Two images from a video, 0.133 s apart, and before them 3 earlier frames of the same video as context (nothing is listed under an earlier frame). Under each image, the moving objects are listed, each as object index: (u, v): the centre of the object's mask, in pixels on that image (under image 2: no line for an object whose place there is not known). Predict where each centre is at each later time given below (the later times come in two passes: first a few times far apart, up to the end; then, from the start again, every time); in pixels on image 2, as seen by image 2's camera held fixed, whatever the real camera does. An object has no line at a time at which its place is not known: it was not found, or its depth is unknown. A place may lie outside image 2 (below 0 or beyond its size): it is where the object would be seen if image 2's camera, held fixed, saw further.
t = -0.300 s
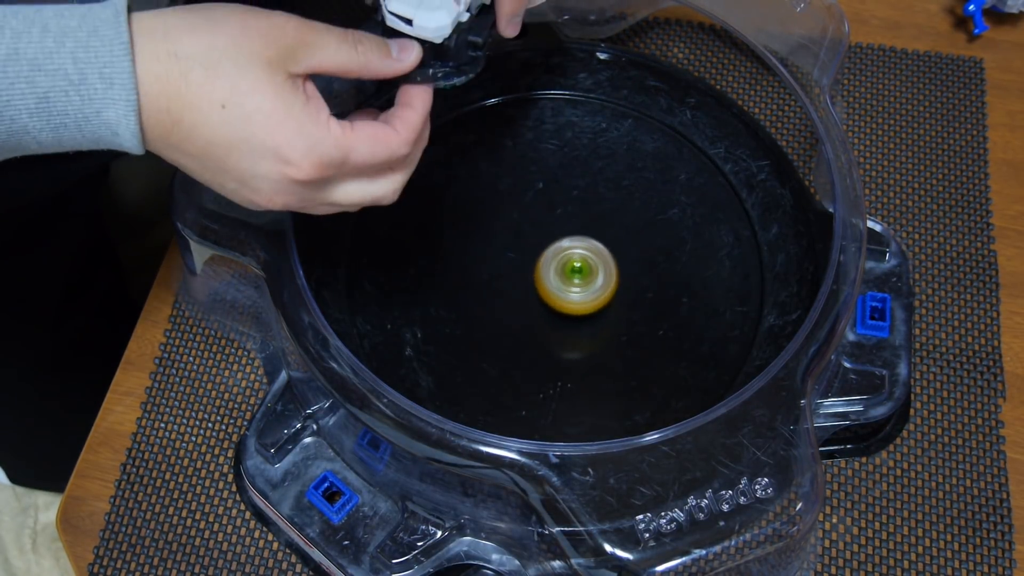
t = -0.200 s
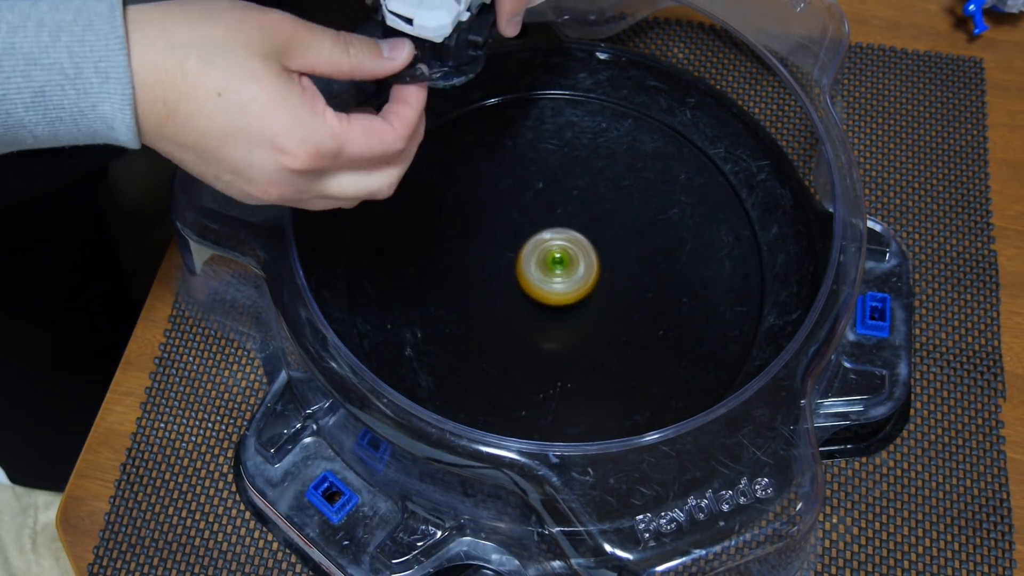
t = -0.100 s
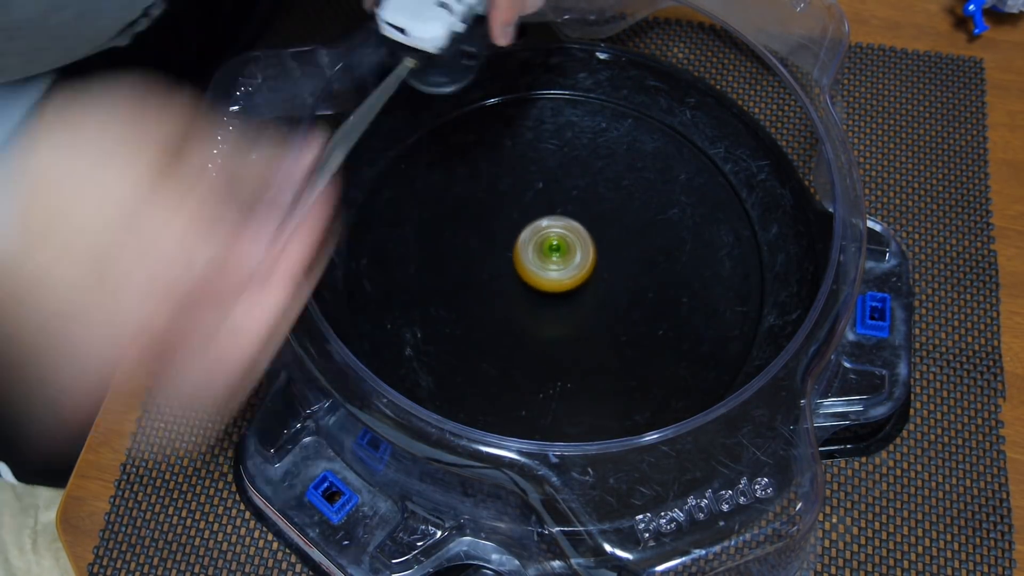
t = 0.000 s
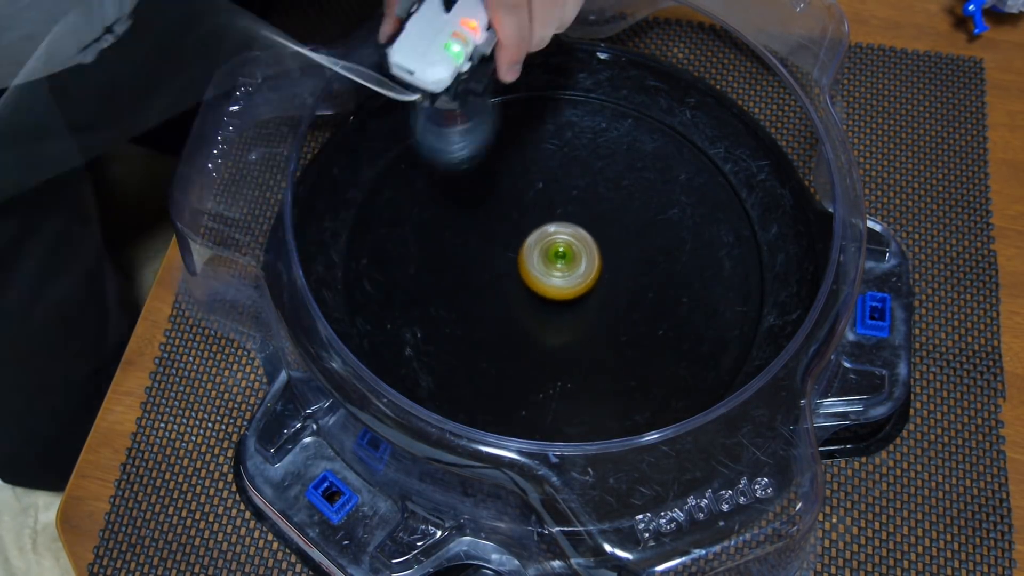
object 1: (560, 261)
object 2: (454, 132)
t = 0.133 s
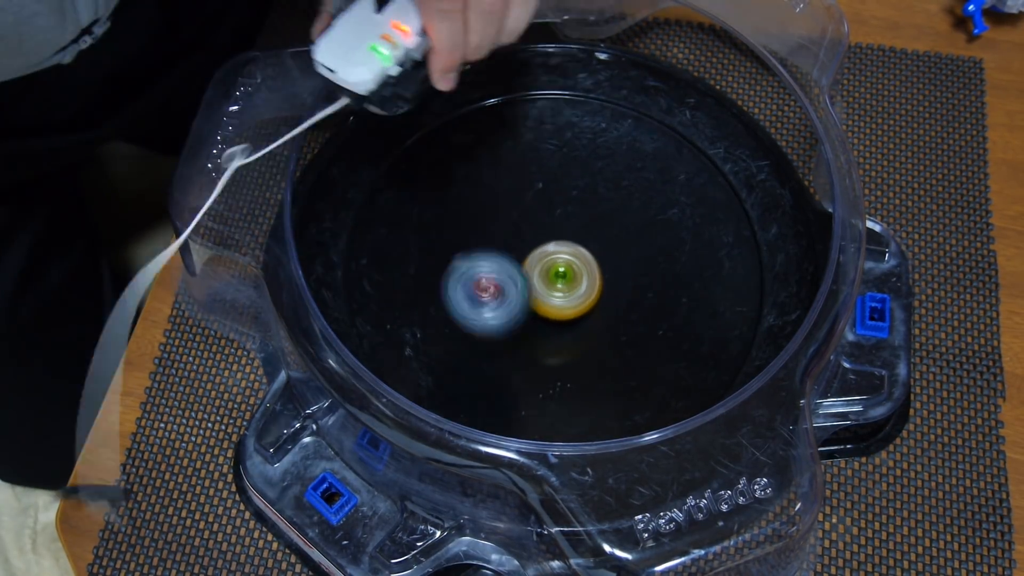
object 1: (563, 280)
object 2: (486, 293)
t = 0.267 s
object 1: (551, 276)
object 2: (557, 400)
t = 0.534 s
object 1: (561, 249)
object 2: (671, 332)
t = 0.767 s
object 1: (539, 263)
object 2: (607, 208)
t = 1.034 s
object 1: (560, 272)
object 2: (473, 199)
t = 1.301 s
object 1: (559, 260)
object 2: (472, 314)
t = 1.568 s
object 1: (549, 241)
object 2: (621, 308)
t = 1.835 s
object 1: (519, 249)
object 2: (636, 211)
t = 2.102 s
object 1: (540, 271)
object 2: (515, 185)
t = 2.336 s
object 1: (592, 256)
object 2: (506, 274)
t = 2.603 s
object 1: (620, 217)
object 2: (567, 322)
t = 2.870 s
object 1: (541, 197)
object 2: (602, 281)
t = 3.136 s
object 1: (538, 241)
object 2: (610, 279)
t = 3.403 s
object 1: (536, 246)
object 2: (633, 285)
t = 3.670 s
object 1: (528, 246)
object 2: (638, 289)
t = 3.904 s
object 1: (537, 245)
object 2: (612, 281)
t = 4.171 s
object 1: (504, 188)
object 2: (648, 330)
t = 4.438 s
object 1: (534, 270)
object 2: (621, 281)
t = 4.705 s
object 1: (526, 236)
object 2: (604, 298)
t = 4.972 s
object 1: (577, 198)
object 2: (576, 317)
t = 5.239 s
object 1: (522, 221)
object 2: (587, 301)
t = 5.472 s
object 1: (538, 222)
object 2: (571, 293)
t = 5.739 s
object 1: (603, 227)
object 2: (547, 320)
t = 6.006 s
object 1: (573, 210)
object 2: (523, 326)
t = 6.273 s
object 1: (571, 245)
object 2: (512, 302)
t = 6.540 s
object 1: (659, 253)
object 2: (445, 288)
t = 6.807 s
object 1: (609, 254)
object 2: (470, 260)
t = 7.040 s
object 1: (594, 271)
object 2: (495, 222)
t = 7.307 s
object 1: (590, 287)
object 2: (529, 198)
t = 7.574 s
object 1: (590, 305)
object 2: (555, 180)
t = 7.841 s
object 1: (580, 312)
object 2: (579, 194)
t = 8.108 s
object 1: (578, 310)
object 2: (586, 213)
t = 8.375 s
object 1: (586, 308)
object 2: (585, 226)
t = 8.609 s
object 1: (581, 309)
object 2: (575, 230)
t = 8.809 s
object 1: (576, 307)
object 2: (551, 219)
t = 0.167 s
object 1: (561, 280)
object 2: (504, 328)
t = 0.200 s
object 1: (555, 282)
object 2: (524, 371)
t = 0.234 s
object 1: (552, 279)
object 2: (541, 385)
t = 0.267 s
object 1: (551, 276)
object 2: (557, 400)
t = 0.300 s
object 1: (550, 272)
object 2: (575, 406)
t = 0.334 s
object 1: (550, 267)
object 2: (592, 407)
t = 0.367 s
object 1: (549, 262)
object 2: (610, 404)
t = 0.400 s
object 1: (551, 257)
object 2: (627, 397)
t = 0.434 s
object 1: (554, 252)
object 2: (642, 386)
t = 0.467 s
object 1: (557, 249)
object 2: (655, 370)
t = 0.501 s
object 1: (559, 248)
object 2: (665, 353)
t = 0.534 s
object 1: (561, 249)
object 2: (671, 332)
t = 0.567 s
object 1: (561, 251)
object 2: (673, 312)
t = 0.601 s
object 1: (559, 254)
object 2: (671, 291)
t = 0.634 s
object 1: (556, 258)
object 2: (665, 271)
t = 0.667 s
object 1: (552, 262)
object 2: (655, 253)
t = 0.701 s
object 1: (546, 264)
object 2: (642, 236)
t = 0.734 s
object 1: (542, 264)
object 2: (625, 220)
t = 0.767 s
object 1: (539, 263)
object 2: (607, 208)
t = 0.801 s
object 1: (537, 262)
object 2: (589, 197)
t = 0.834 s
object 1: (536, 263)
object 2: (573, 188)
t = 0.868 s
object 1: (537, 265)
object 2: (556, 182)
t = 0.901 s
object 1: (539, 267)
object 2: (540, 178)
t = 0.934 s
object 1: (544, 269)
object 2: (523, 179)
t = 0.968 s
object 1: (549, 270)
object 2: (506, 183)
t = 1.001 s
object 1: (554, 271)
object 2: (489, 190)
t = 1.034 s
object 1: (560, 272)
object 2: (473, 199)
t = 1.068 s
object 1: (565, 273)
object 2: (460, 211)
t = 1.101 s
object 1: (569, 274)
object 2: (450, 225)
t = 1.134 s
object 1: (571, 274)
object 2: (443, 239)
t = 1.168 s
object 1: (570, 275)
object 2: (441, 254)
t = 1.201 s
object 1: (567, 274)
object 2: (443, 270)
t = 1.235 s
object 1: (564, 270)
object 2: (448, 284)
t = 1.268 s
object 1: (562, 266)
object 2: (458, 300)
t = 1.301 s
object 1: (559, 260)
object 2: (472, 314)
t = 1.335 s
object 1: (557, 255)
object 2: (489, 326)
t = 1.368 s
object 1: (555, 250)
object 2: (508, 334)
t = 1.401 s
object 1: (555, 247)
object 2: (528, 337)
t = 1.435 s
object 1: (557, 244)
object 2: (550, 336)
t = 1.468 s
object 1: (558, 244)
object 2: (569, 330)
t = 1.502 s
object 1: (559, 246)
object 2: (587, 322)
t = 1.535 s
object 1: (556, 248)
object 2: (603, 311)
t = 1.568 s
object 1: (549, 241)
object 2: (621, 308)
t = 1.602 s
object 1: (543, 234)
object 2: (635, 303)
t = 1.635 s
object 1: (539, 230)
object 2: (646, 294)
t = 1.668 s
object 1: (535, 230)
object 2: (653, 283)
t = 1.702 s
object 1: (530, 232)
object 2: (657, 270)
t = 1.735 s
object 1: (525, 236)
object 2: (657, 256)
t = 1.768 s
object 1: (521, 240)
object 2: (653, 240)
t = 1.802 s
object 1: (519, 245)
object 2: (646, 226)
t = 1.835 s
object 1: (519, 249)
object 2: (636, 211)
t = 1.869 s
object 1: (519, 254)
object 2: (623, 199)
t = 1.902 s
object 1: (521, 258)
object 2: (607, 191)
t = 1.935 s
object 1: (523, 261)
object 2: (590, 185)
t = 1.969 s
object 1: (525, 262)
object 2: (572, 182)
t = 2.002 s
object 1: (530, 262)
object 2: (554, 182)
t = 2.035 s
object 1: (533, 264)
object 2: (539, 182)
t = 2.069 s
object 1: (537, 268)
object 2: (527, 182)
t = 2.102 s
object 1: (540, 271)
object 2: (515, 185)
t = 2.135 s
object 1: (546, 272)
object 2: (505, 193)
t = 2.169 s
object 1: (554, 272)
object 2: (497, 203)
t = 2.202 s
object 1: (563, 269)
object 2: (492, 216)
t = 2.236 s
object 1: (573, 266)
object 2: (489, 232)
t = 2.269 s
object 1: (581, 262)
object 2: (491, 247)
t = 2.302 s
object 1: (587, 258)
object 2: (497, 261)
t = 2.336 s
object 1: (592, 256)
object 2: (506, 274)
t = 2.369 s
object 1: (596, 254)
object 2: (519, 285)
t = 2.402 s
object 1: (609, 249)
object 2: (521, 297)
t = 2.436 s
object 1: (622, 244)
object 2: (521, 308)
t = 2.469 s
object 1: (629, 239)
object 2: (526, 316)
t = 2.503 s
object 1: (632, 234)
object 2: (533, 322)
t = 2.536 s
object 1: (632, 228)
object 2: (543, 325)
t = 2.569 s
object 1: (628, 223)
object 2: (555, 325)
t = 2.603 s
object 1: (620, 217)
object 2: (567, 322)
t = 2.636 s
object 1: (610, 213)
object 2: (580, 317)
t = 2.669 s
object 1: (599, 210)
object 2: (591, 310)
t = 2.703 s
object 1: (589, 209)
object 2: (598, 302)
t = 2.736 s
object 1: (578, 209)
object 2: (602, 292)
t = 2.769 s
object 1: (568, 211)
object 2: (602, 282)
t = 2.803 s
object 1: (559, 209)
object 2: (601, 279)
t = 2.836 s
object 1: (549, 201)
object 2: (602, 281)
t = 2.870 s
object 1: (541, 197)
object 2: (602, 281)
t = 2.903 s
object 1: (535, 196)
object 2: (603, 280)
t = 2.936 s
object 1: (533, 200)
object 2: (603, 278)
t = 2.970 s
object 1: (531, 206)
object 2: (603, 277)
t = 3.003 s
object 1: (532, 215)
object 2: (602, 275)
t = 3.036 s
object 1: (536, 226)
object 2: (601, 273)
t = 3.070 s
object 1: (536, 231)
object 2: (605, 276)
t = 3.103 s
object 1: (536, 236)
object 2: (608, 278)
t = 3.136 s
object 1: (538, 241)
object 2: (610, 279)
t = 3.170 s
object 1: (533, 241)
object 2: (618, 284)
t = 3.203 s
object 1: (530, 239)
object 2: (624, 288)
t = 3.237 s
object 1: (528, 239)
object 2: (628, 289)
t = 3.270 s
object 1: (527, 239)
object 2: (630, 289)
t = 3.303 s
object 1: (528, 240)
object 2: (632, 289)
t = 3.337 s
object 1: (530, 241)
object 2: (633, 288)
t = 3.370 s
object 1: (532, 243)
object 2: (633, 286)
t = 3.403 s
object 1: (536, 246)
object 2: (633, 285)
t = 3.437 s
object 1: (539, 249)
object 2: (632, 284)
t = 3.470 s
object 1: (543, 253)
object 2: (631, 282)
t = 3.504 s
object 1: (546, 256)
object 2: (629, 281)
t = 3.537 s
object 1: (546, 258)
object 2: (629, 282)
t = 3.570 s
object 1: (540, 255)
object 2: (635, 287)
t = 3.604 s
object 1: (535, 252)
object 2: (638, 289)
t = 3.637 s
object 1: (531, 248)
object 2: (639, 289)
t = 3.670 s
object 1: (528, 246)
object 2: (638, 289)
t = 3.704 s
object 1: (527, 243)
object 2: (636, 288)
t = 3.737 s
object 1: (526, 242)
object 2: (633, 287)
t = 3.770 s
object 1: (527, 242)
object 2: (629, 285)
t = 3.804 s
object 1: (528, 242)
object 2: (626, 284)
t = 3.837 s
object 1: (531, 242)
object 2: (621, 282)
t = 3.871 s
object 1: (533, 244)
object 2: (617, 281)
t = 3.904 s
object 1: (537, 245)
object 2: (612, 281)
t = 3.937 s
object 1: (532, 237)
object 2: (616, 291)
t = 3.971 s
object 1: (520, 219)
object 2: (630, 310)
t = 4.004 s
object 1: (511, 204)
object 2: (640, 324)
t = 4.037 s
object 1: (504, 193)
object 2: (647, 333)
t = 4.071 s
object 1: (501, 184)
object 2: (650, 338)
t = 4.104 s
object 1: (501, 182)
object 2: (650, 338)
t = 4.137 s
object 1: (501, 183)
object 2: (649, 335)
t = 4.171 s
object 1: (504, 188)
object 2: (648, 330)
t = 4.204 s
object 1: (506, 198)
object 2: (647, 324)
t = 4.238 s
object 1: (509, 208)
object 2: (646, 317)
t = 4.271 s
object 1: (513, 221)
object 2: (643, 309)
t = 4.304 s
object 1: (515, 234)
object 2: (639, 302)
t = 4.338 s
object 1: (519, 245)
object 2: (635, 296)
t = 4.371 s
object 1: (524, 256)
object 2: (629, 289)
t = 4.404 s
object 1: (530, 266)
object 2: (624, 284)
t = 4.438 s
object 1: (534, 270)
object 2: (621, 281)
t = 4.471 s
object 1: (525, 269)
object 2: (630, 282)
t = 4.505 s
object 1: (515, 267)
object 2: (635, 284)
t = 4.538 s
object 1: (509, 263)
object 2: (636, 286)
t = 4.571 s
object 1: (507, 258)
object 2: (632, 289)
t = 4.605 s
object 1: (508, 253)
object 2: (626, 293)
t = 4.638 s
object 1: (511, 248)
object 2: (619, 296)
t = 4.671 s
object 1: (516, 241)
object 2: (612, 298)
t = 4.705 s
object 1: (526, 236)
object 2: (604, 298)
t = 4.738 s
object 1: (537, 233)
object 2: (598, 298)
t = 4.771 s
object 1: (547, 231)
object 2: (592, 296)
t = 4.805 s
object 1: (557, 225)
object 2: (588, 300)
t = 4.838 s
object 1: (565, 213)
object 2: (584, 309)
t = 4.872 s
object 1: (572, 205)
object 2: (582, 315)
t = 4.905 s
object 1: (577, 201)
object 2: (579, 318)
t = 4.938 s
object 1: (578, 199)
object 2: (577, 318)
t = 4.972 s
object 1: (577, 198)
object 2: (576, 317)
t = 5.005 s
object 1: (574, 199)
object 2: (575, 313)
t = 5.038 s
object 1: (568, 201)
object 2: (577, 308)
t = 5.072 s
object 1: (562, 206)
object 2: (578, 303)
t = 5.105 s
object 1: (555, 213)
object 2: (581, 298)
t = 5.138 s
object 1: (548, 220)
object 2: (583, 293)
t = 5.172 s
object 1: (540, 226)
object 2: (584, 289)
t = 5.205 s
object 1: (531, 226)
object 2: (585, 294)
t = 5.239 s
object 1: (522, 221)
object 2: (587, 301)
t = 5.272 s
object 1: (515, 217)
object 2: (586, 303)
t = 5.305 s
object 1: (512, 214)
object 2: (584, 303)
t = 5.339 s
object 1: (511, 212)
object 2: (581, 302)
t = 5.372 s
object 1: (514, 212)
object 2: (579, 300)
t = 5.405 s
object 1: (519, 214)
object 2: (576, 298)
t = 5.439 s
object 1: (527, 217)
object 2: (573, 295)
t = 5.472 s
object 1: (538, 222)
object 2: (571, 293)
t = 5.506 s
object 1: (548, 222)
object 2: (568, 297)
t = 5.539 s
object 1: (558, 221)
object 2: (565, 304)
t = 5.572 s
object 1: (567, 222)
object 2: (564, 308)
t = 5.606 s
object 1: (576, 224)
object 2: (563, 309)
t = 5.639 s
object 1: (582, 228)
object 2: (562, 309)
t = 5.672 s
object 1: (588, 234)
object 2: (563, 307)
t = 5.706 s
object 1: (594, 234)
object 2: (556, 311)
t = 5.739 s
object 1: (603, 227)
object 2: (547, 320)
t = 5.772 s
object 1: (608, 221)
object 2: (541, 324)
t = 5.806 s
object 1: (610, 217)
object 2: (536, 327)
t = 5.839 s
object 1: (608, 214)
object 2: (533, 328)
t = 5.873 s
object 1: (604, 212)
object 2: (531, 329)
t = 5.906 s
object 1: (597, 211)
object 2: (529, 329)
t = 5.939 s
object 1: (589, 211)
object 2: (527, 328)
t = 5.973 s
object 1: (581, 210)
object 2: (524, 328)
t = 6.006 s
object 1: (573, 210)
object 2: (523, 326)
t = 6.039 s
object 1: (567, 210)
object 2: (520, 324)
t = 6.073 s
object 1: (562, 212)
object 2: (519, 323)
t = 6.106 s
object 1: (559, 214)
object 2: (517, 319)
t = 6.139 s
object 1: (558, 218)
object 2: (516, 317)
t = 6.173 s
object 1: (559, 224)
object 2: (515, 313)
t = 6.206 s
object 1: (562, 230)
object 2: (513, 310)
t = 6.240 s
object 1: (566, 237)
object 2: (513, 306)
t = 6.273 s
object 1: (571, 245)
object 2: (512, 302)
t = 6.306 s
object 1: (581, 253)
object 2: (509, 298)
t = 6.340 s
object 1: (606, 253)
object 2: (486, 299)
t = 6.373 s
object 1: (628, 252)
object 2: (469, 299)
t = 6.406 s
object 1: (645, 252)
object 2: (458, 296)
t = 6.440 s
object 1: (655, 251)
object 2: (453, 294)
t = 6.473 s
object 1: (660, 251)
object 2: (448, 292)
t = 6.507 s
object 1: (661, 252)
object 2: (447, 291)
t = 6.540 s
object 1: (659, 253)
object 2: (445, 288)
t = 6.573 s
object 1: (656, 253)
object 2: (446, 286)
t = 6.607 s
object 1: (650, 253)
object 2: (446, 282)
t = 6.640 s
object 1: (643, 253)
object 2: (449, 279)
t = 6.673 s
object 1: (636, 254)
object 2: (451, 276)
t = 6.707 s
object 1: (629, 255)
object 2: (456, 272)
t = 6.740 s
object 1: (623, 255)
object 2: (459, 268)
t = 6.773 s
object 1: (616, 254)
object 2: (465, 264)
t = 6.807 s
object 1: (609, 254)
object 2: (470, 260)
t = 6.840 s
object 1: (602, 255)
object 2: (476, 256)
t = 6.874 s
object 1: (595, 256)
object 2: (482, 252)
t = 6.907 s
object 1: (589, 257)
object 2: (488, 248)
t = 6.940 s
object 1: (585, 258)
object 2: (495, 244)
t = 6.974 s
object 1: (582, 260)
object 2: (499, 238)
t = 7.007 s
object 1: (589, 266)
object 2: (495, 230)
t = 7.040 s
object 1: (594, 271)
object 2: (495, 222)
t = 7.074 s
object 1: (595, 273)
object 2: (498, 218)
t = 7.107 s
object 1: (594, 275)
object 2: (501, 214)
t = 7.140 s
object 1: (592, 276)
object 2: (507, 212)
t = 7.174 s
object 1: (590, 275)
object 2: (511, 211)
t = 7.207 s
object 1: (588, 274)
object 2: (518, 211)
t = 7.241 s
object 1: (586, 274)
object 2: (524, 211)
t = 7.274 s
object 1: (585, 274)
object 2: (530, 211)
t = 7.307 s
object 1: (590, 287)
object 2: (529, 198)
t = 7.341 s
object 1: (594, 298)
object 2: (527, 185)
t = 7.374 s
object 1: (596, 306)
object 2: (531, 178)
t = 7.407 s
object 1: (595, 309)
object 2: (534, 174)
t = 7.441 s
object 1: (593, 310)
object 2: (538, 171)
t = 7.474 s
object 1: (593, 309)
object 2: (543, 172)
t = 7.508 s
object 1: (592, 308)
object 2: (546, 173)
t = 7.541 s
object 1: (591, 306)
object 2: (552, 176)
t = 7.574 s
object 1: (590, 305)
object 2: (555, 180)
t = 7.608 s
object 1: (589, 303)
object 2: (557, 185)
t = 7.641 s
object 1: (588, 301)
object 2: (560, 191)
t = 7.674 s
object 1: (587, 299)
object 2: (561, 197)
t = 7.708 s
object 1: (586, 296)
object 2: (563, 202)
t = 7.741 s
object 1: (585, 293)
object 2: (566, 207)
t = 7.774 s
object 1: (585, 291)
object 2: (567, 213)
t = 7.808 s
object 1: (583, 300)
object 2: (573, 203)
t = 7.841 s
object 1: (580, 312)
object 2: (579, 194)
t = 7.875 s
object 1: (576, 318)
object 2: (584, 189)
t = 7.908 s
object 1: (573, 321)
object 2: (587, 187)
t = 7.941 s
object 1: (572, 320)
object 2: (591, 188)
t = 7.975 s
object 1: (572, 317)
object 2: (592, 192)
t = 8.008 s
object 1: (573, 314)
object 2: (592, 196)
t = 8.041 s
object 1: (575, 313)
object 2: (591, 201)
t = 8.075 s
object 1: (576, 311)
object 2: (589, 208)
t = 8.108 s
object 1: (578, 310)
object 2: (586, 213)
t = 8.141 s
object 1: (580, 308)
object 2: (584, 217)
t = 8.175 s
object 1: (581, 306)
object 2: (583, 222)
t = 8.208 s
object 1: (582, 307)
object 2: (584, 225)
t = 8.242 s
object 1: (581, 311)
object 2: (585, 224)
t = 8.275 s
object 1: (580, 311)
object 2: (586, 223)
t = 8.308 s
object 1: (582, 308)
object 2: (586, 224)
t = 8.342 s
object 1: (584, 307)
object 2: (586, 226)
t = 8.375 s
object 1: (586, 308)
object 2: (585, 226)
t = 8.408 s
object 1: (586, 310)
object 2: (585, 226)
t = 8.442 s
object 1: (584, 312)
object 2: (584, 226)
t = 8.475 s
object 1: (584, 312)
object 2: (582, 227)
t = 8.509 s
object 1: (584, 310)
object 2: (580, 228)
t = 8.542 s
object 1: (583, 309)
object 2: (580, 229)
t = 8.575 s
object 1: (582, 310)
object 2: (579, 229)
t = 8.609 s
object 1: (581, 309)
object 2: (575, 230)
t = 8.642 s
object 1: (580, 309)
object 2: (572, 229)
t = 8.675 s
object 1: (578, 313)
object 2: (568, 224)
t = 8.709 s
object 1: (577, 312)
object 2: (564, 222)
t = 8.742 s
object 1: (575, 310)
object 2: (560, 221)
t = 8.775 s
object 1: (576, 308)
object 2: (556, 220)
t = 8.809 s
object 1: (576, 307)
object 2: (551, 219)
